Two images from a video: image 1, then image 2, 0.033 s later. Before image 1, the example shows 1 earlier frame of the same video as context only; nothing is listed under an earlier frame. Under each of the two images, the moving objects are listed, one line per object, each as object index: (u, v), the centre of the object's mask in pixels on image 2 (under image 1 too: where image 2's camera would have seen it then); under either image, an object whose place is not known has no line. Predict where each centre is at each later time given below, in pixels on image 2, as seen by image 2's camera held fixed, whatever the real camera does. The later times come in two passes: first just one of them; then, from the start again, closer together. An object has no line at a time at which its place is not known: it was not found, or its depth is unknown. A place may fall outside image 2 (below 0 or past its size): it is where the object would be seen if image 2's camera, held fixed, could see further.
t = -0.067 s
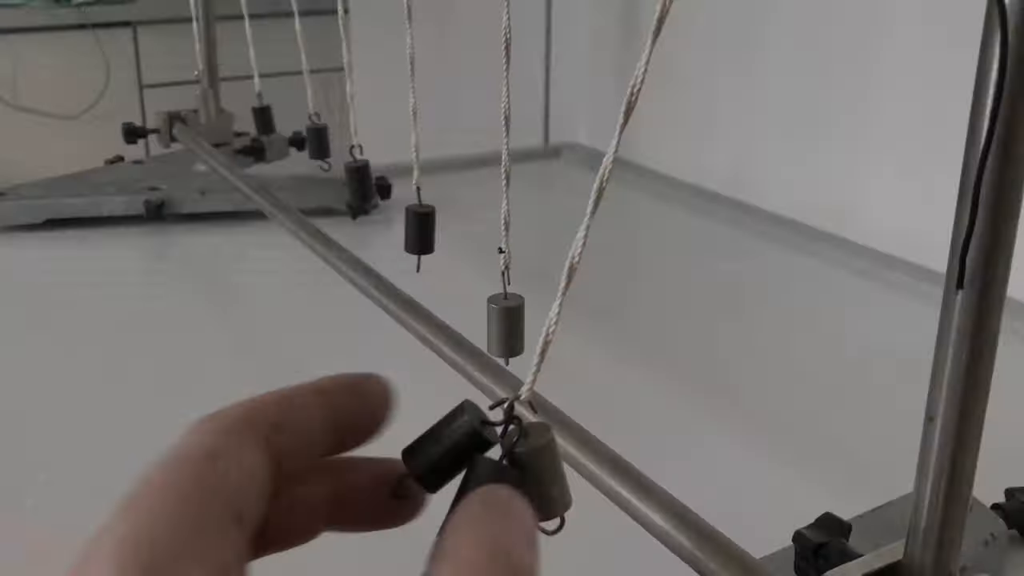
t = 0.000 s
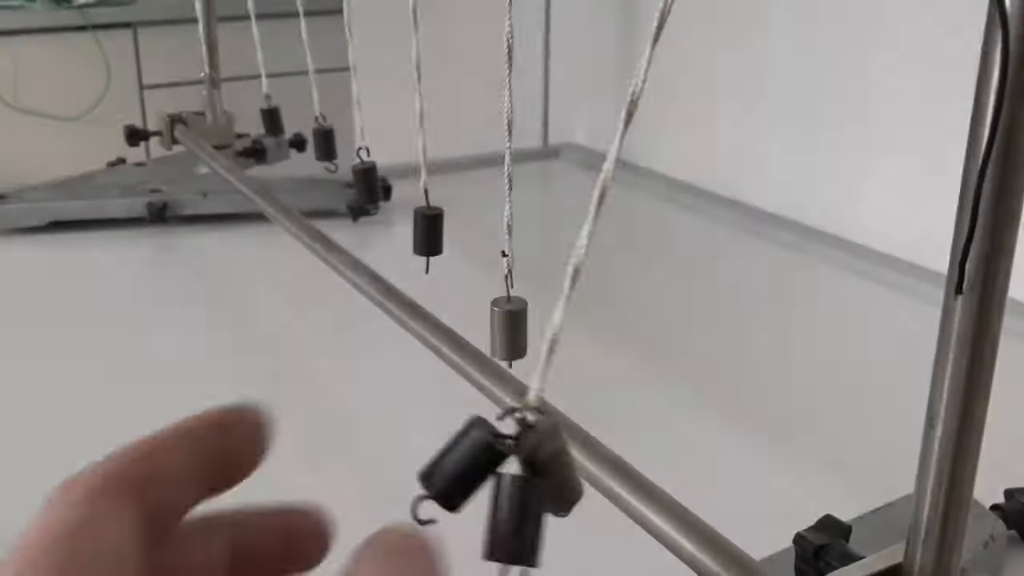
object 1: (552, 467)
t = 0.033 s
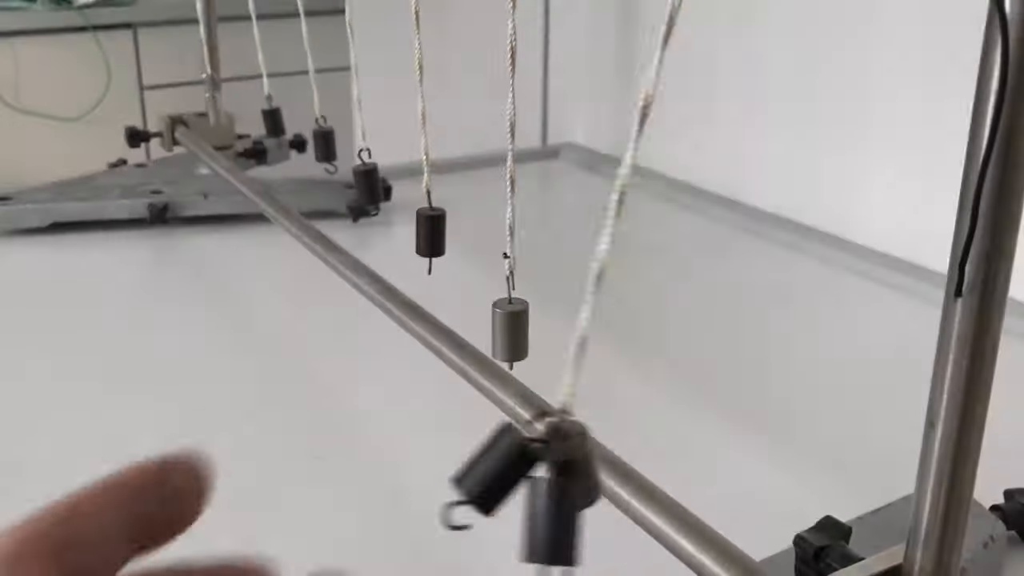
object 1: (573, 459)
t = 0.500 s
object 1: (812, 375)
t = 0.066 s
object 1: (601, 439)
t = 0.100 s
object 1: (634, 430)
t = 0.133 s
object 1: (675, 416)
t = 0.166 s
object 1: (716, 401)
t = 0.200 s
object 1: (738, 388)
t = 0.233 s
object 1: (780, 374)
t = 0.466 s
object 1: (834, 357)
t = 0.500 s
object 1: (812, 375)
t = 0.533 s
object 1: (782, 396)
